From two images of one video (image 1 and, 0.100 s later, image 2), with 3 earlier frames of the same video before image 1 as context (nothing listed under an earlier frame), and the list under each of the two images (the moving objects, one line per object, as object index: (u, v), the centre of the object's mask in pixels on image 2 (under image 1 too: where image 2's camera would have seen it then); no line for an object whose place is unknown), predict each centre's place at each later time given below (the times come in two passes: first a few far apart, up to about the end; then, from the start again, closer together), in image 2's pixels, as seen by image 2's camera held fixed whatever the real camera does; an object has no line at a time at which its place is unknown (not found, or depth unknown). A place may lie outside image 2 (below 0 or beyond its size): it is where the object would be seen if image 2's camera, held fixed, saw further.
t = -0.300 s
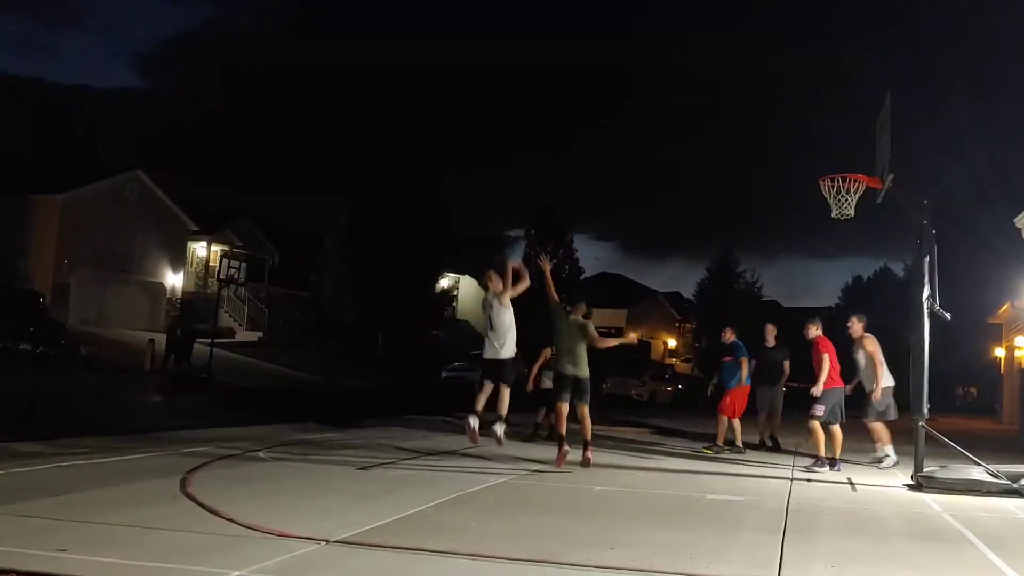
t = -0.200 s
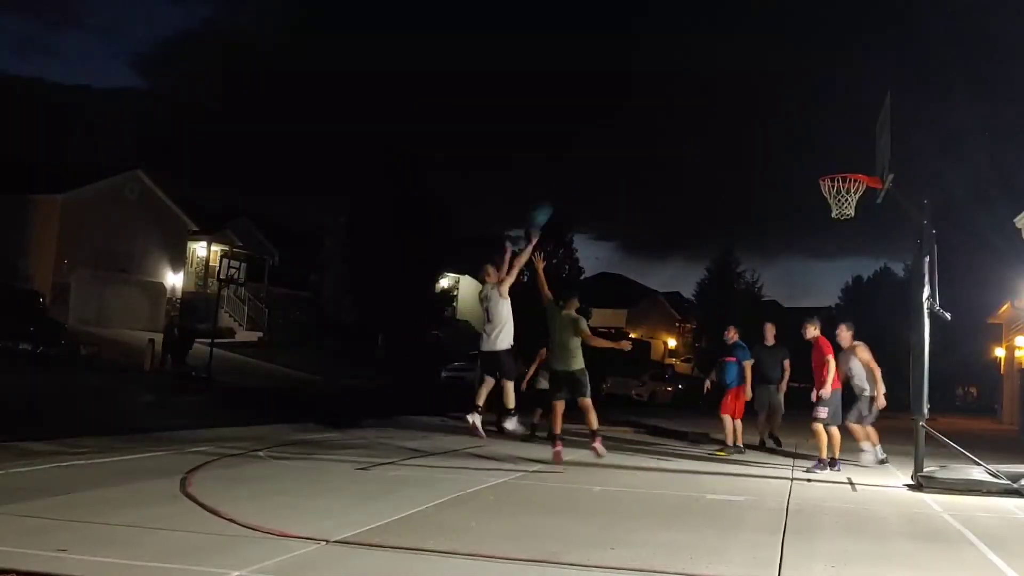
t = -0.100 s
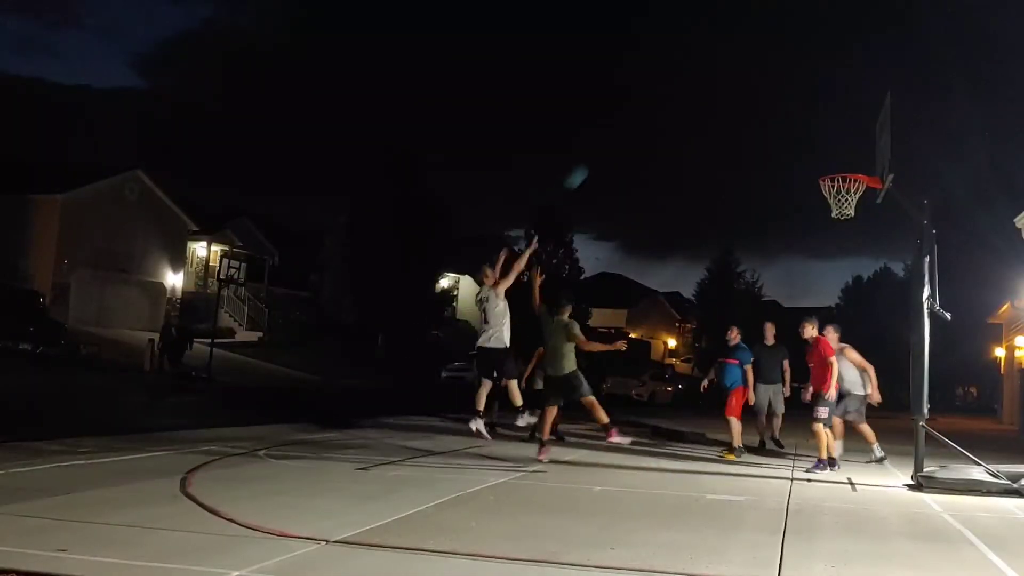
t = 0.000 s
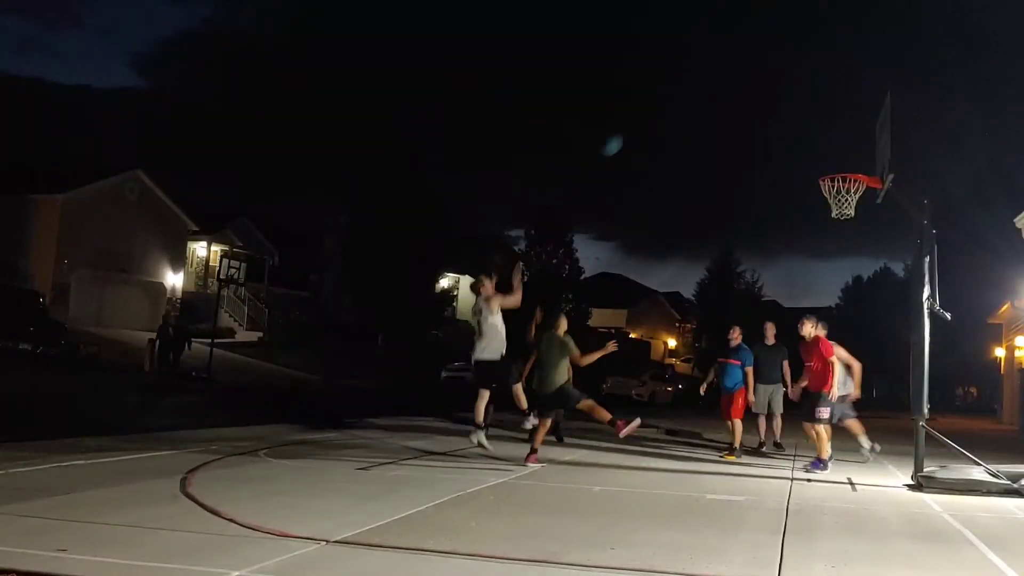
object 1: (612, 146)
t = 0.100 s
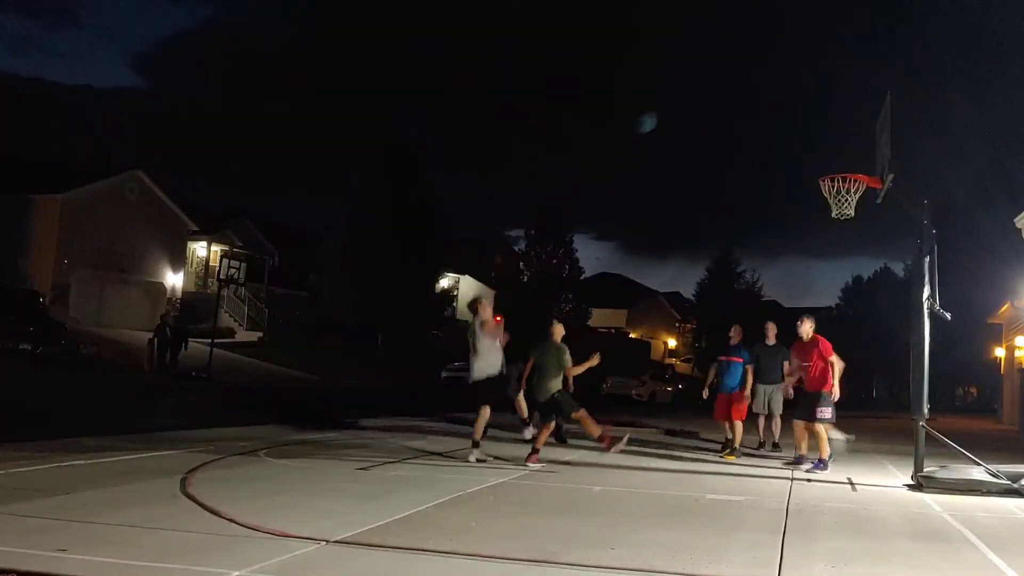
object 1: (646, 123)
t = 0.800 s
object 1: (840, 202)
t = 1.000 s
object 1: (829, 199)
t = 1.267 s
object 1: (848, 230)
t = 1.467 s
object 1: (857, 296)
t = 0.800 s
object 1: (840, 202)
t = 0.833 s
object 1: (837, 197)
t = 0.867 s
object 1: (832, 191)
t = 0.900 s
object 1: (826, 192)
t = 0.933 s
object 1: (827, 192)
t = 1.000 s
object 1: (829, 199)
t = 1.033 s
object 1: (831, 202)
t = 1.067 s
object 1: (833, 208)
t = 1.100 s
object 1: (836, 211)
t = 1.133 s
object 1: (842, 215)
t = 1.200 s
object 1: (845, 221)
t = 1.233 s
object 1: (847, 225)
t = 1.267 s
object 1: (848, 230)
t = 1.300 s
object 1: (851, 240)
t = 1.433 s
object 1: (856, 284)
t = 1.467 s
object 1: (857, 296)
